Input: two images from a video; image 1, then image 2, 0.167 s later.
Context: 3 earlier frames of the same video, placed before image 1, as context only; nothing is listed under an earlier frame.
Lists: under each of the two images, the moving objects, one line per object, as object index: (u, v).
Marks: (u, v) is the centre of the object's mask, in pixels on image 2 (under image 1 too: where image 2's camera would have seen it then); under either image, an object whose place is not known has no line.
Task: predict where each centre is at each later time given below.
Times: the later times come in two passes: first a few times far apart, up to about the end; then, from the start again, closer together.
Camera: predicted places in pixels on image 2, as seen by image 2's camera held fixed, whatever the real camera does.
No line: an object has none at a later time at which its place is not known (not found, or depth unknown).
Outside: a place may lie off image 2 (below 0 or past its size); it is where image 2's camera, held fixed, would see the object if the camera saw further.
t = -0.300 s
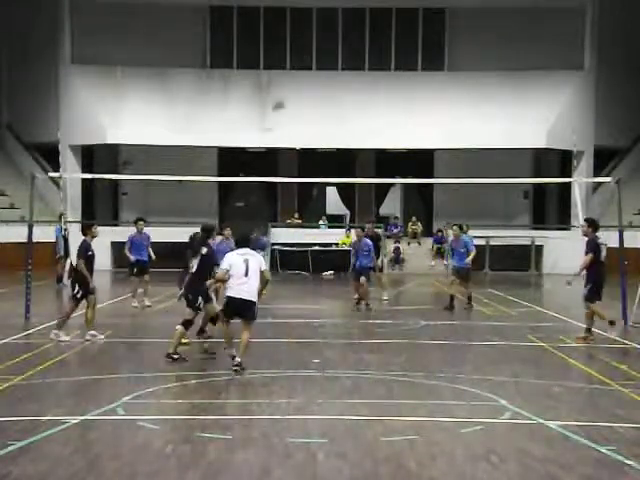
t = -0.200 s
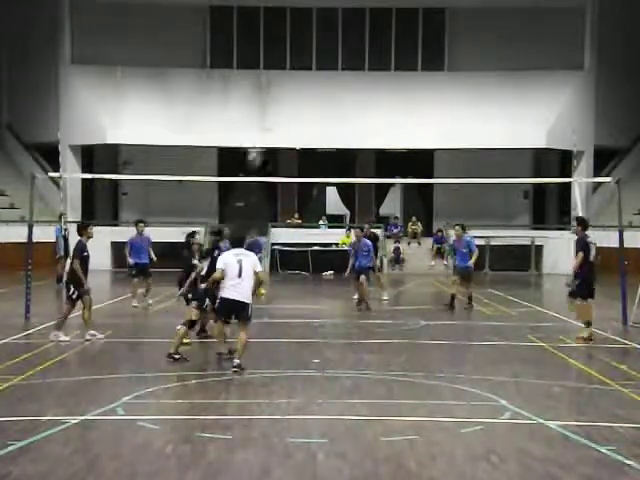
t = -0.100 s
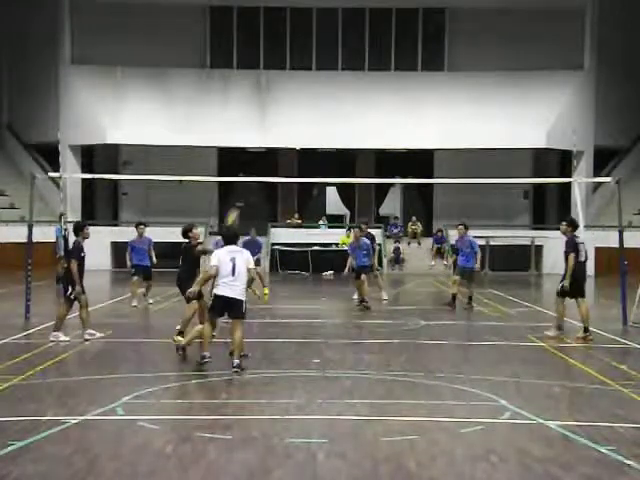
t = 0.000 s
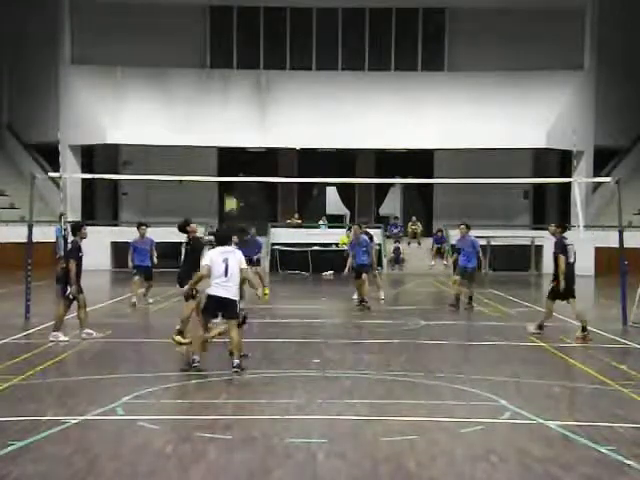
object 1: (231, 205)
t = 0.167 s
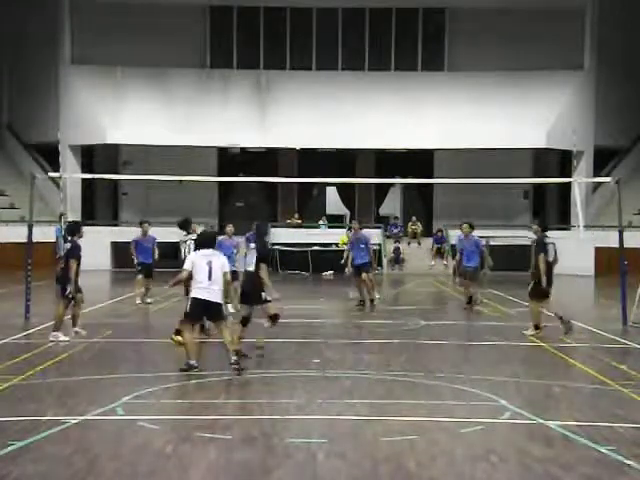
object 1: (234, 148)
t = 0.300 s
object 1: (239, 121)
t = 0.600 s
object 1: (245, 108)
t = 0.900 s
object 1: (246, 143)
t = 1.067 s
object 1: (247, 172)
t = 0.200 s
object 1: (236, 140)
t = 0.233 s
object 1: (237, 132)
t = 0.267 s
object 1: (238, 125)
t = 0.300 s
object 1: (239, 121)
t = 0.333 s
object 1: (240, 116)
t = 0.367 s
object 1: (240, 112)
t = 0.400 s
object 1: (241, 109)
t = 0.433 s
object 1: (242, 107)
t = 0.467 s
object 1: (242, 107)
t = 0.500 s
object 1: (243, 107)
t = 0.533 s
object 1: (243, 107)
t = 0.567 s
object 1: (244, 106)
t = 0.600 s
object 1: (245, 108)
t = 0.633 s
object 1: (245, 109)
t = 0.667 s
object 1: (245, 111)
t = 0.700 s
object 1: (245, 115)
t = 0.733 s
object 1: (245, 118)
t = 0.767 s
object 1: (246, 122)
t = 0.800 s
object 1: (246, 126)
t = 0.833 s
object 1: (246, 131)
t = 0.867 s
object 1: (246, 137)
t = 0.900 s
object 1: (246, 143)
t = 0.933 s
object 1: (247, 148)
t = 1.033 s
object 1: (247, 168)
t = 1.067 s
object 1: (247, 172)
